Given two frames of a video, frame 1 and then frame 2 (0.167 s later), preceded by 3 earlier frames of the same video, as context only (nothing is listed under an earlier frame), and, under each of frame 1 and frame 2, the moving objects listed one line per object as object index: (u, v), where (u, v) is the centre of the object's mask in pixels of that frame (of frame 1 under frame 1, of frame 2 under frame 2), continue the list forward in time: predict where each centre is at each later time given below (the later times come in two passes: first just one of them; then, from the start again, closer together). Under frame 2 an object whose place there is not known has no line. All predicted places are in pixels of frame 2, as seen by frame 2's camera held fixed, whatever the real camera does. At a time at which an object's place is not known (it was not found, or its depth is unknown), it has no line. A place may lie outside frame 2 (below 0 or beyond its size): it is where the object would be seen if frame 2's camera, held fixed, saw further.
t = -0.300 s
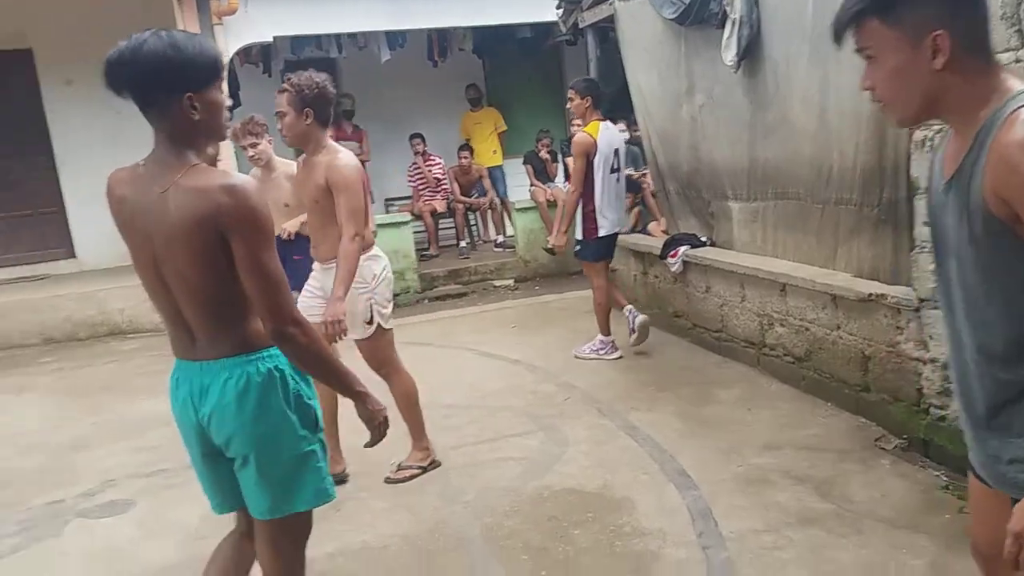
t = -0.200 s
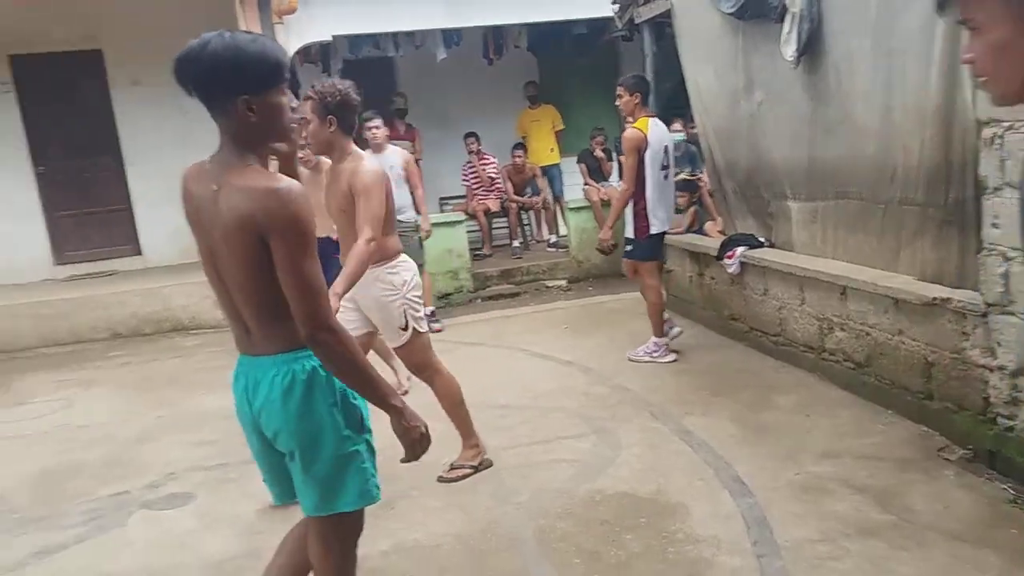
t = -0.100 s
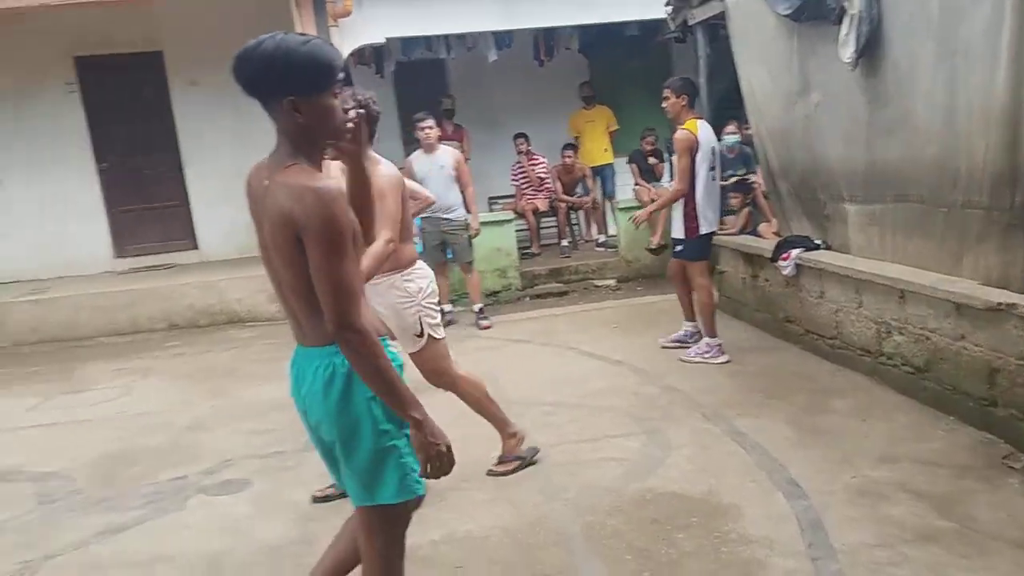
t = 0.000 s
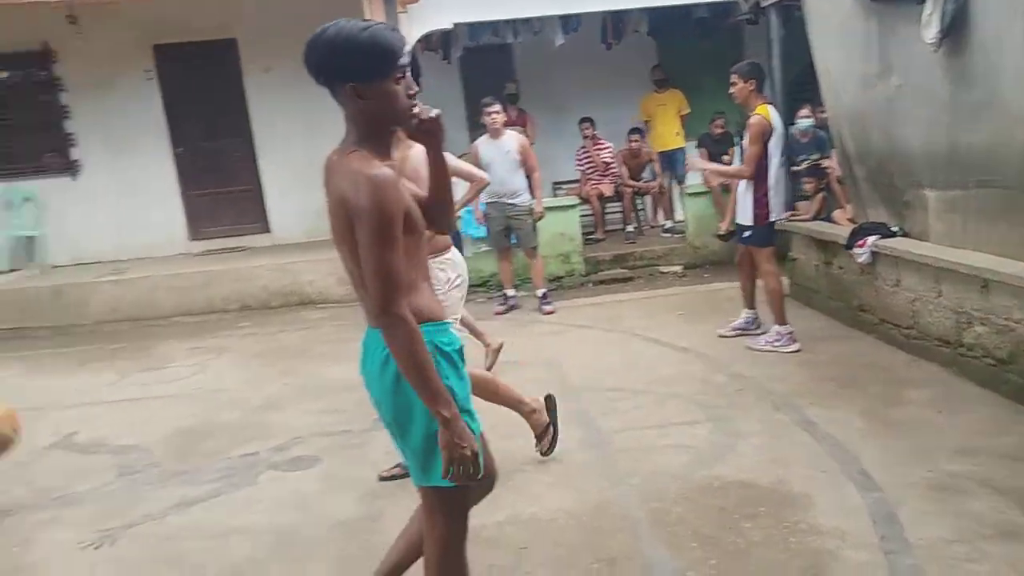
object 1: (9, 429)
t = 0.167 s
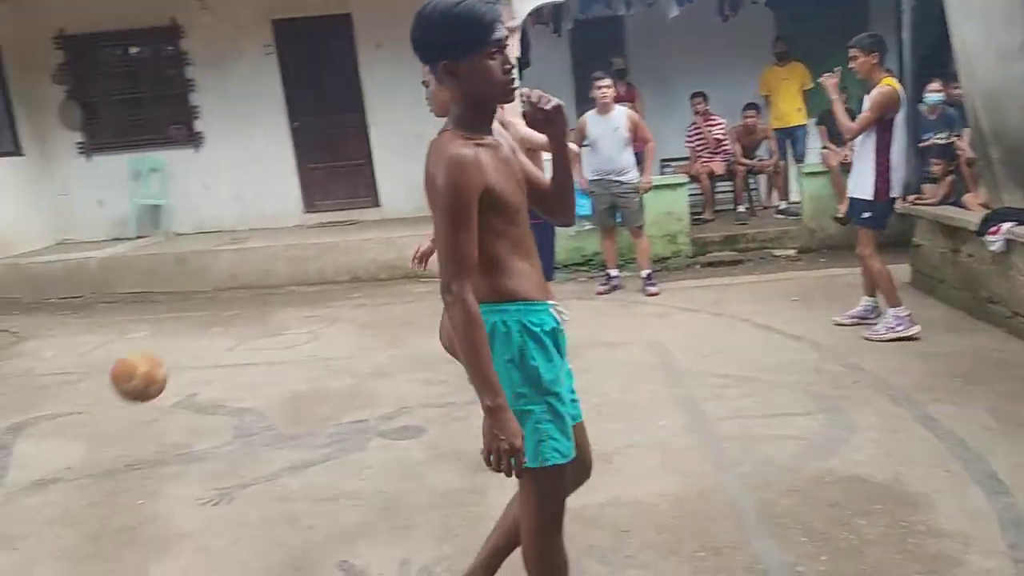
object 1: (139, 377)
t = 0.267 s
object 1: (144, 317)
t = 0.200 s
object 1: (140, 356)
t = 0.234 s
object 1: (142, 334)
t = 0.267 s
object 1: (144, 317)
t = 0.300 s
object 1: (147, 302)
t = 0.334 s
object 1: (151, 289)
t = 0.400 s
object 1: (163, 269)
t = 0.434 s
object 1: (168, 263)
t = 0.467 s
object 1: (173, 260)
